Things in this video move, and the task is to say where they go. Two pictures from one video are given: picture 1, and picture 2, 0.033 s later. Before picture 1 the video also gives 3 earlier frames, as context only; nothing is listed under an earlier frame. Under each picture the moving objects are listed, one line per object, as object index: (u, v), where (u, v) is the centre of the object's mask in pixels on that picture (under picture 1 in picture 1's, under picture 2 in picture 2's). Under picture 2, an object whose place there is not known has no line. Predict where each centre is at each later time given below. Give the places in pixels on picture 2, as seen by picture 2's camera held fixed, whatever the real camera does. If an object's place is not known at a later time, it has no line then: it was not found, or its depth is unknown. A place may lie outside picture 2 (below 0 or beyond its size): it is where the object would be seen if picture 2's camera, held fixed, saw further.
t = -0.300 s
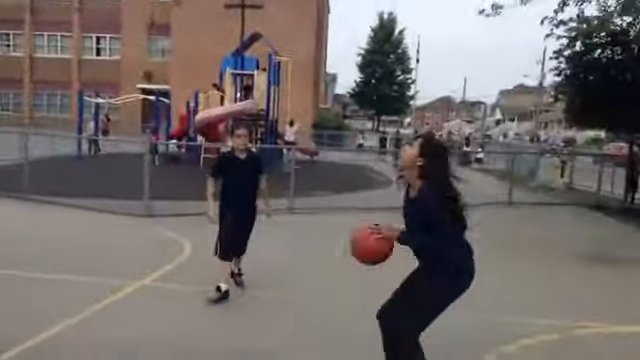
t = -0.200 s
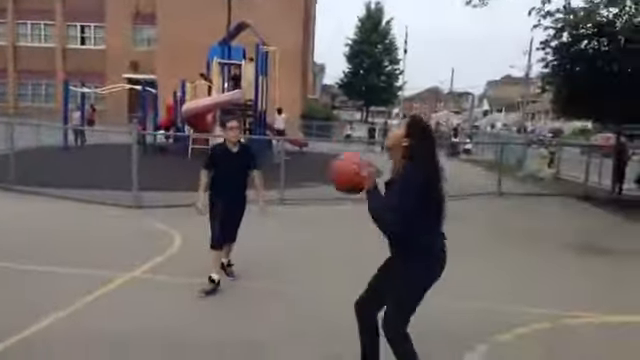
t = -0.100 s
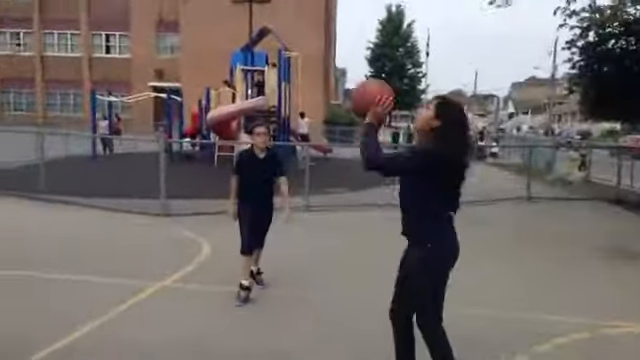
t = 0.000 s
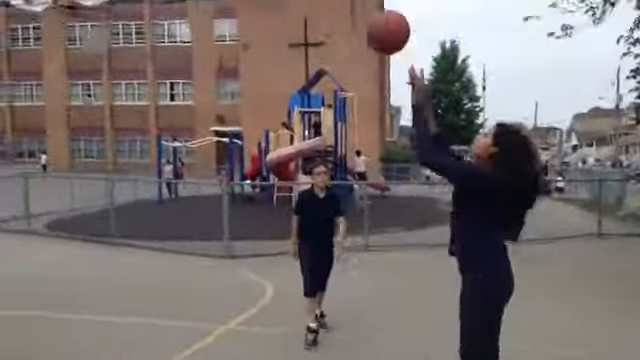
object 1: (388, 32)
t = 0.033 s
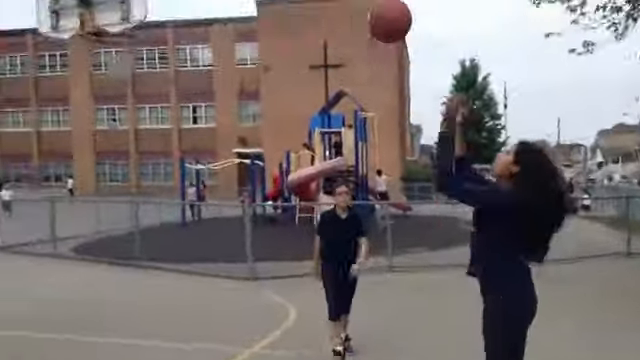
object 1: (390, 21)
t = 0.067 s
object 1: (373, -12)
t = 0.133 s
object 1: (341, -66)
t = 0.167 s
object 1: (320, -78)
